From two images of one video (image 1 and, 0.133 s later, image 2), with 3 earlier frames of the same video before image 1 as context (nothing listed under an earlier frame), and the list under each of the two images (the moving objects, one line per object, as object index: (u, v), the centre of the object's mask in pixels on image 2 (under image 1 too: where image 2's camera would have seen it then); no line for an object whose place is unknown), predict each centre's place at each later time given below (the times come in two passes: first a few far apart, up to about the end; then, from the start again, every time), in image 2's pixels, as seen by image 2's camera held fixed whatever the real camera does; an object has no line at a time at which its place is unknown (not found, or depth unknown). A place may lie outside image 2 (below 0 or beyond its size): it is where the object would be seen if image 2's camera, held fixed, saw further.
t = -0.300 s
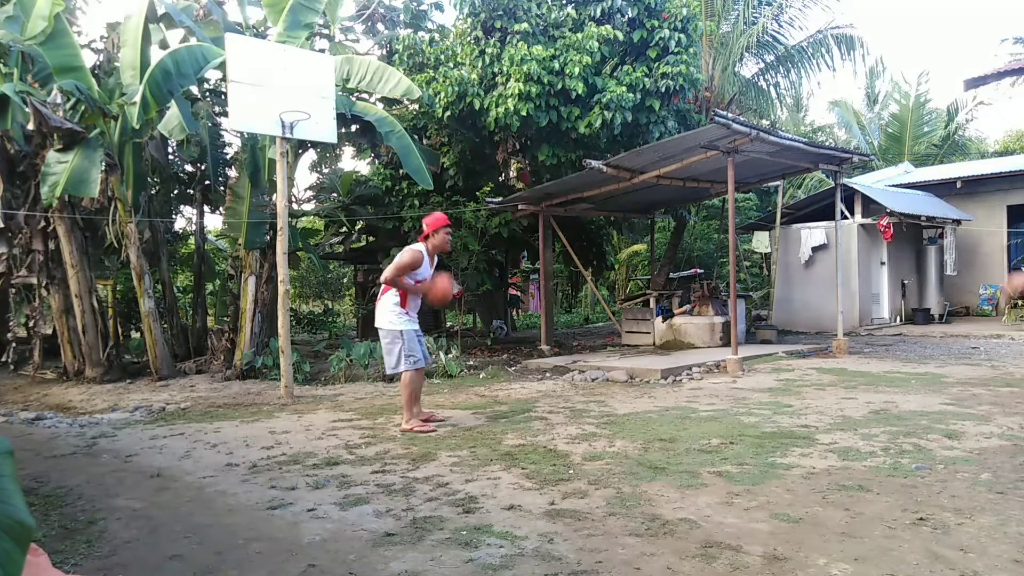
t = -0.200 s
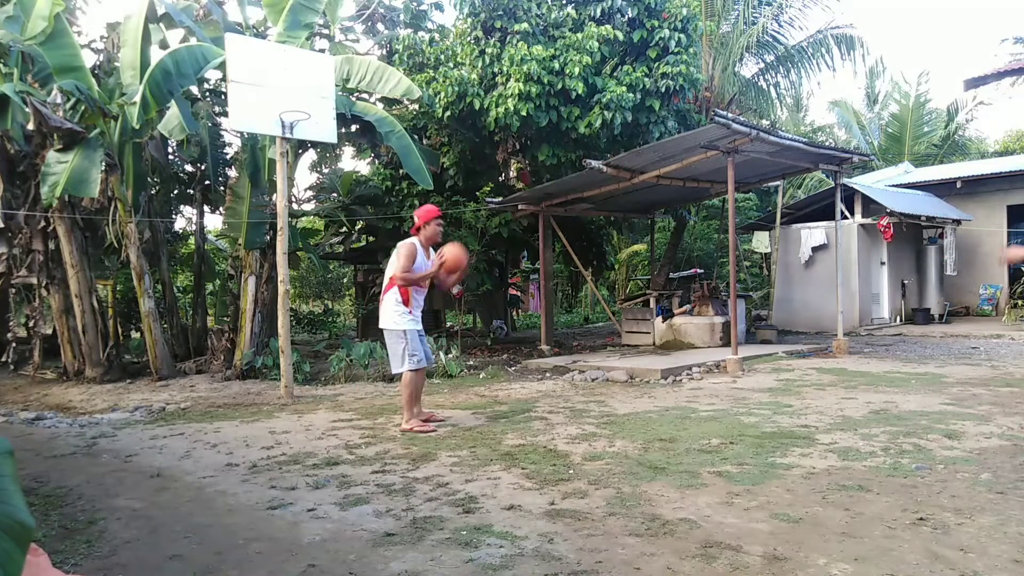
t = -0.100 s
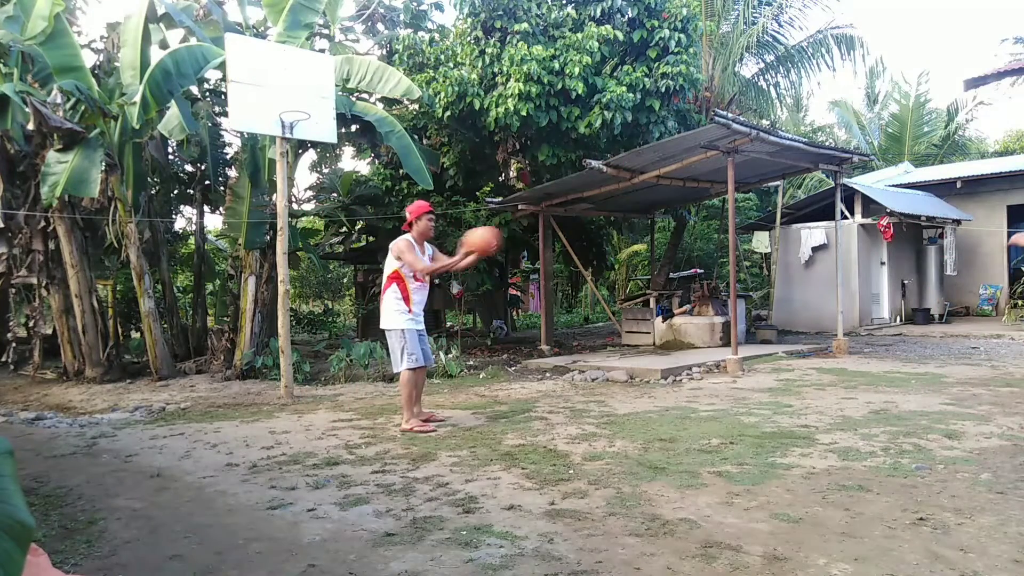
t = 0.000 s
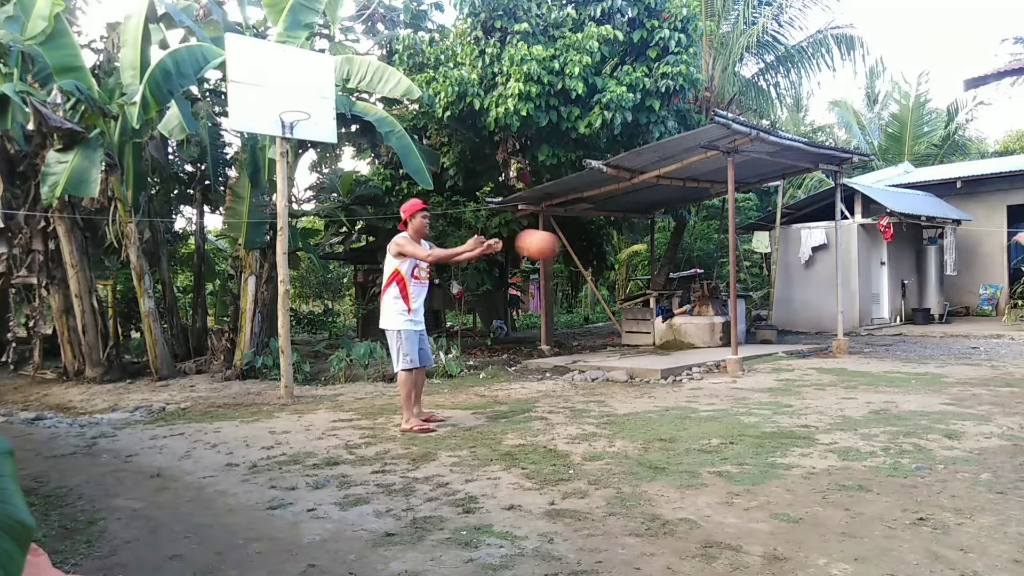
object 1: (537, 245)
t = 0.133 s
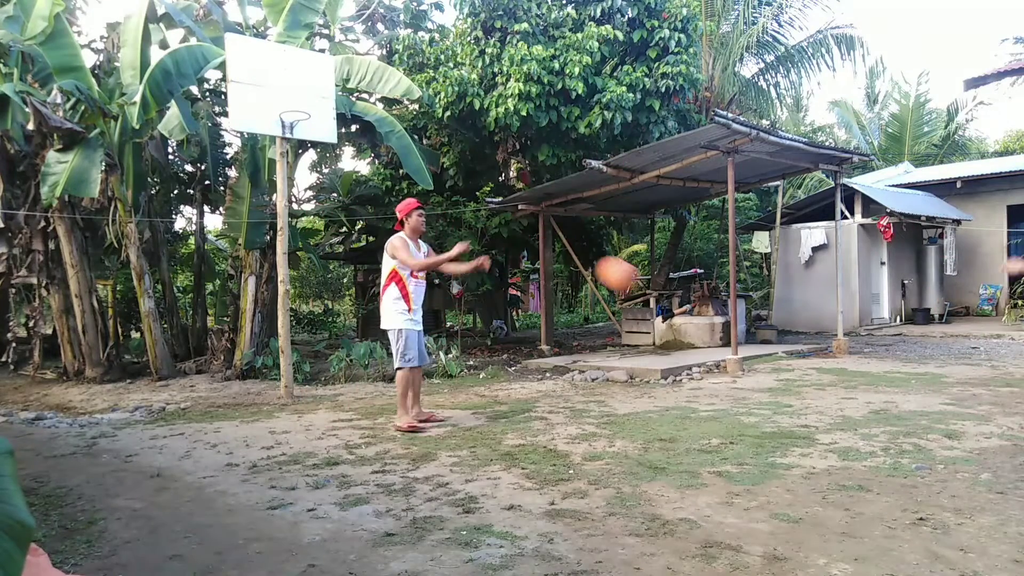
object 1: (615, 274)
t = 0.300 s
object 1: (728, 356)
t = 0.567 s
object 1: (846, 317)
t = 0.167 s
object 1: (637, 286)
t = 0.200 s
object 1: (659, 300)
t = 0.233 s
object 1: (679, 315)
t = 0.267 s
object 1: (705, 336)
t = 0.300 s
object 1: (728, 356)
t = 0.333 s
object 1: (751, 379)
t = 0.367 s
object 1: (775, 406)
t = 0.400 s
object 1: (792, 406)
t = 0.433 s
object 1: (802, 386)
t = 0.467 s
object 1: (813, 366)
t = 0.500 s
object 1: (824, 347)
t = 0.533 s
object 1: (835, 332)
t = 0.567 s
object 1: (846, 317)
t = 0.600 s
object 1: (857, 306)
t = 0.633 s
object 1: (869, 293)
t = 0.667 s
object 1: (882, 283)
